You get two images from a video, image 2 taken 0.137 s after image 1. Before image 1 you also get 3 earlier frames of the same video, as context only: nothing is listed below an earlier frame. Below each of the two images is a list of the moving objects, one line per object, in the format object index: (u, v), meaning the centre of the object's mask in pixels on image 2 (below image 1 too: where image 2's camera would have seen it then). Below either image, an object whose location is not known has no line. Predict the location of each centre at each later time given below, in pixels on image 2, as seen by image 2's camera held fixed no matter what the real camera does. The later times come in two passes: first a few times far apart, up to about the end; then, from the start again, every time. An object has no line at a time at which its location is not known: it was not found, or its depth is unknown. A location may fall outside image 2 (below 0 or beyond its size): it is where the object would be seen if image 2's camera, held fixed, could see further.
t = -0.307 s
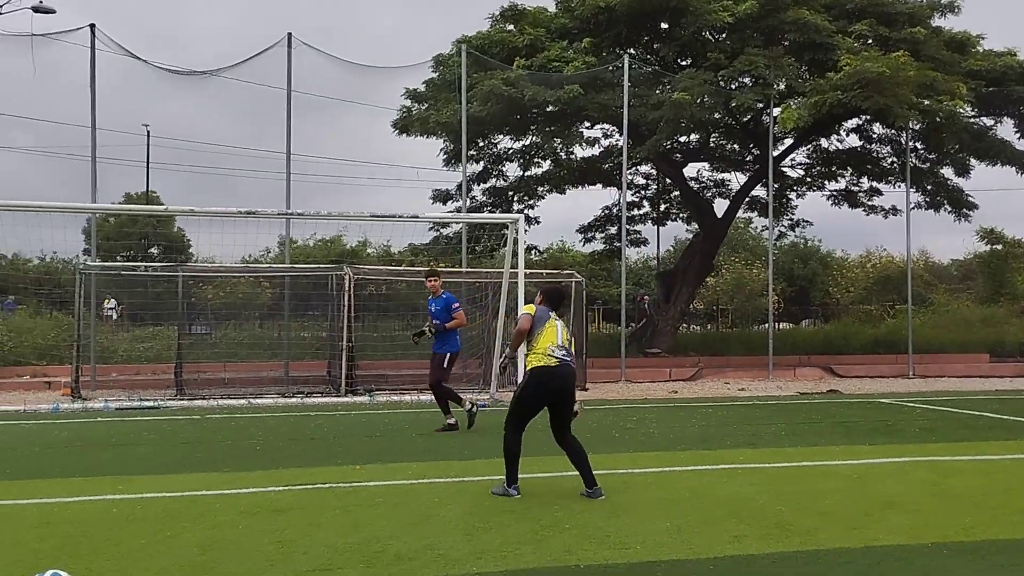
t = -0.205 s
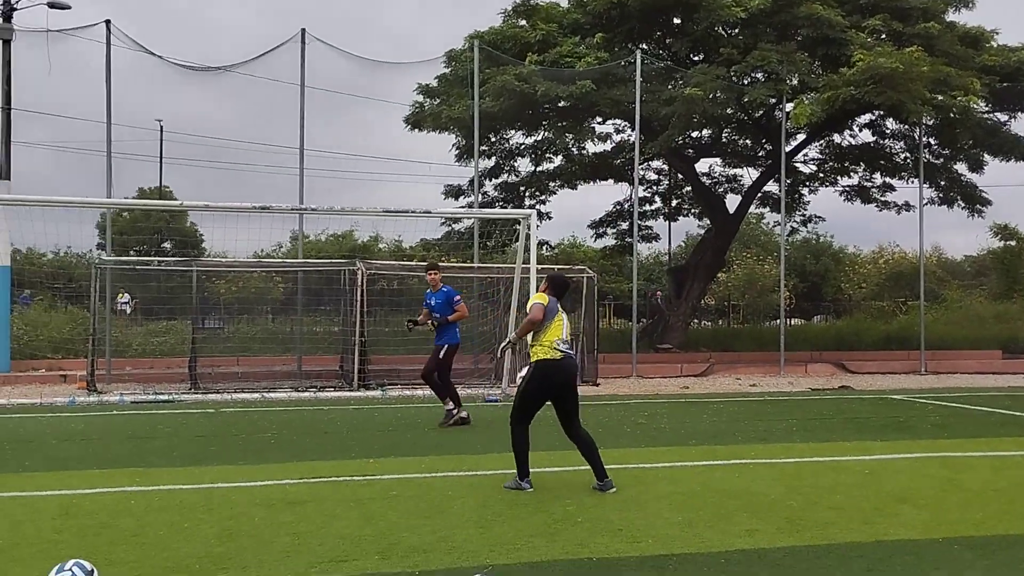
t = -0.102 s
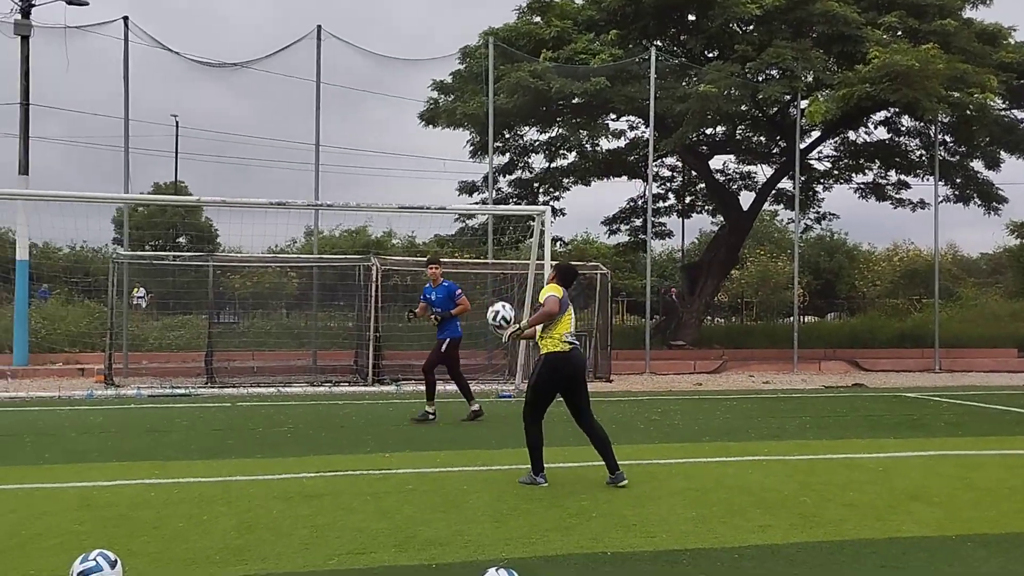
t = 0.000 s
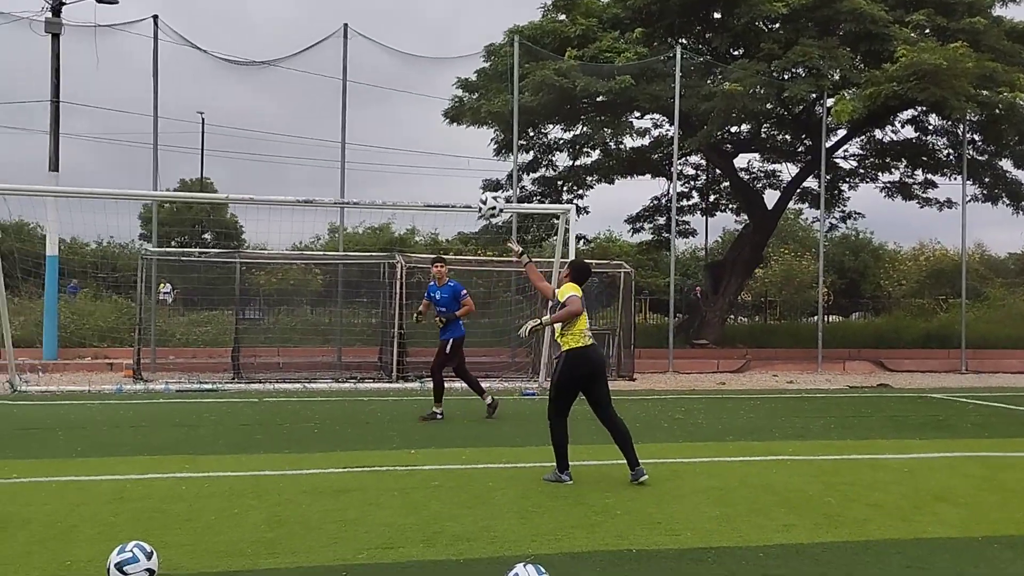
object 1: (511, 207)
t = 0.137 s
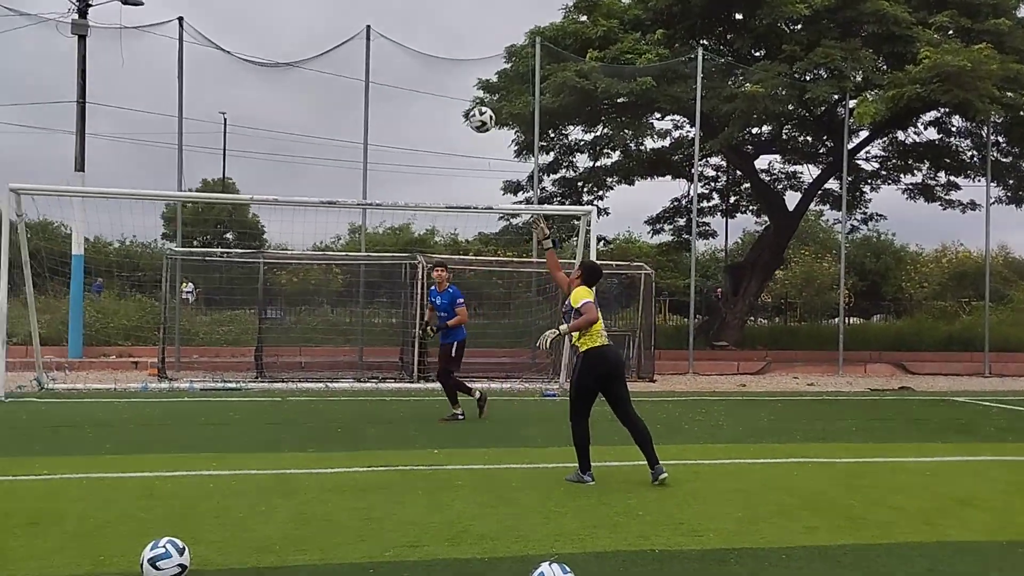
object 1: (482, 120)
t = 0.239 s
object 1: (460, 71)
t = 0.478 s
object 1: (412, 4)
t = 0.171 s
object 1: (475, 102)
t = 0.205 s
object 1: (467, 86)
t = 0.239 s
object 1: (460, 71)
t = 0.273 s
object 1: (453, 57)
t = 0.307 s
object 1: (446, 44)
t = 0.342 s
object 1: (438, 34)
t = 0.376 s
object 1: (432, 24)
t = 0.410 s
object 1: (425, 16)
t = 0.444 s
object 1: (419, 9)
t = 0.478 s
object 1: (412, 4)
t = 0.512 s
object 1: (406, 0)
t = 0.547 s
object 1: (399, -3)
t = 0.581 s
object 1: (392, -5)
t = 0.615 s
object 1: (386, -6)
